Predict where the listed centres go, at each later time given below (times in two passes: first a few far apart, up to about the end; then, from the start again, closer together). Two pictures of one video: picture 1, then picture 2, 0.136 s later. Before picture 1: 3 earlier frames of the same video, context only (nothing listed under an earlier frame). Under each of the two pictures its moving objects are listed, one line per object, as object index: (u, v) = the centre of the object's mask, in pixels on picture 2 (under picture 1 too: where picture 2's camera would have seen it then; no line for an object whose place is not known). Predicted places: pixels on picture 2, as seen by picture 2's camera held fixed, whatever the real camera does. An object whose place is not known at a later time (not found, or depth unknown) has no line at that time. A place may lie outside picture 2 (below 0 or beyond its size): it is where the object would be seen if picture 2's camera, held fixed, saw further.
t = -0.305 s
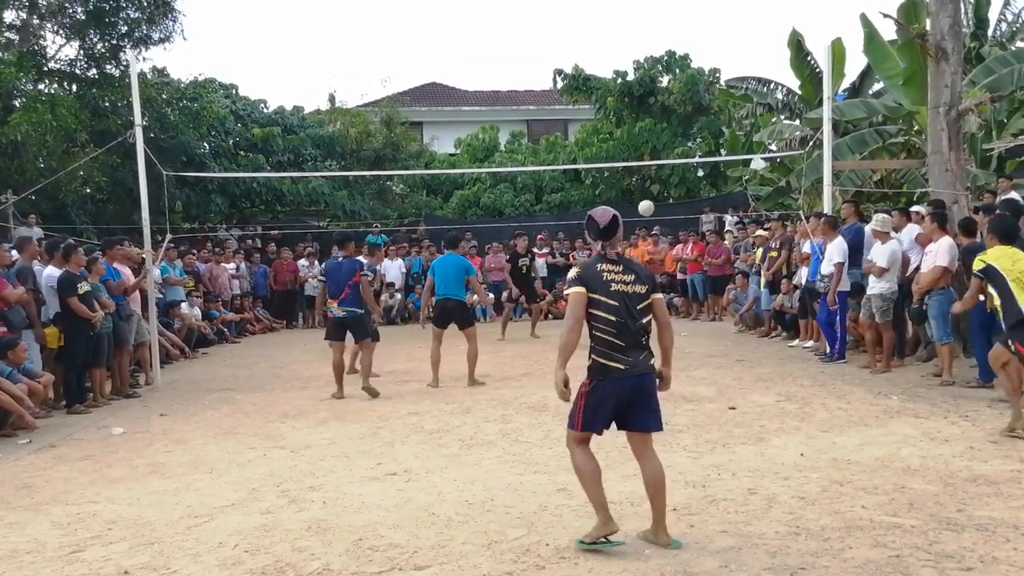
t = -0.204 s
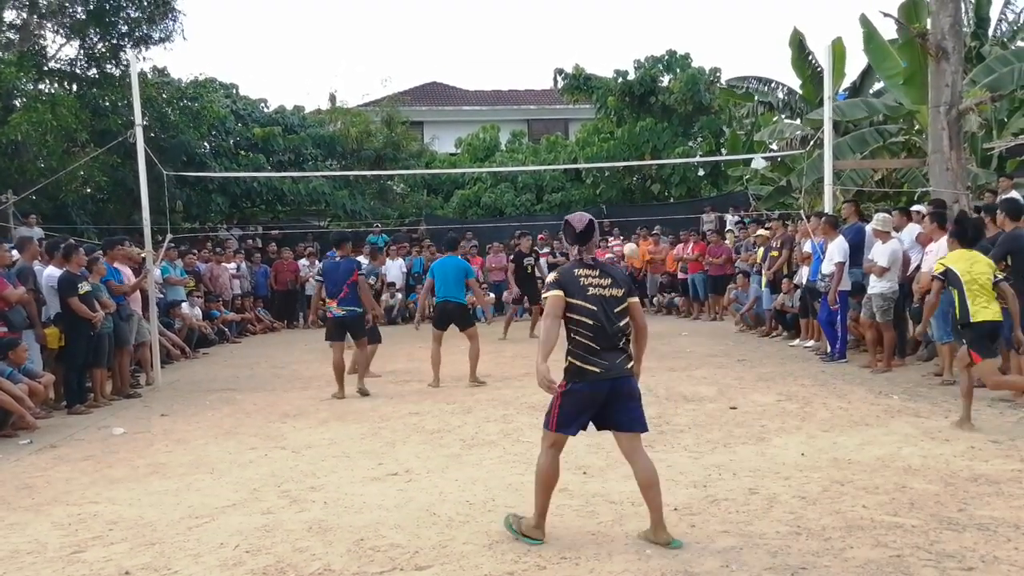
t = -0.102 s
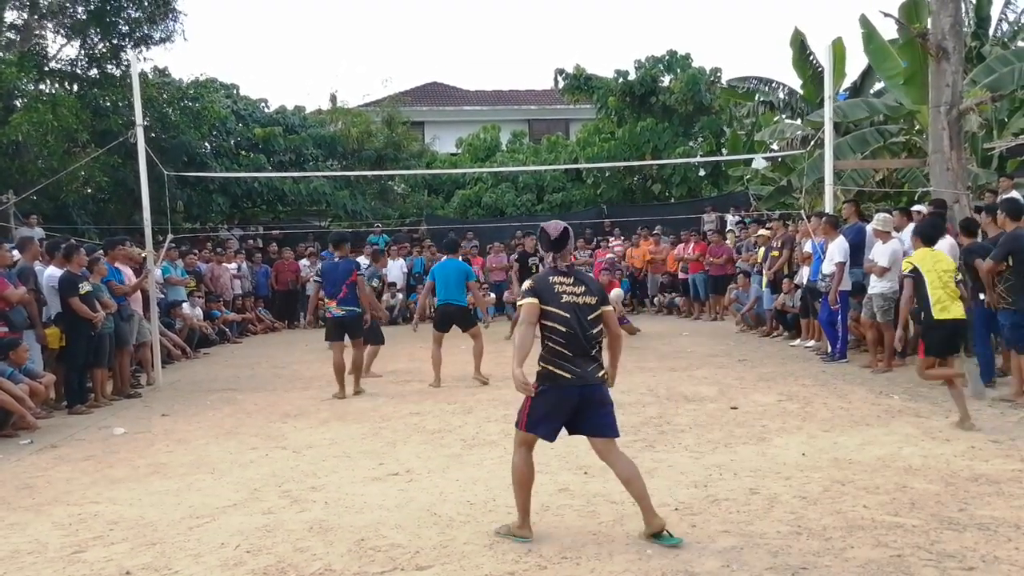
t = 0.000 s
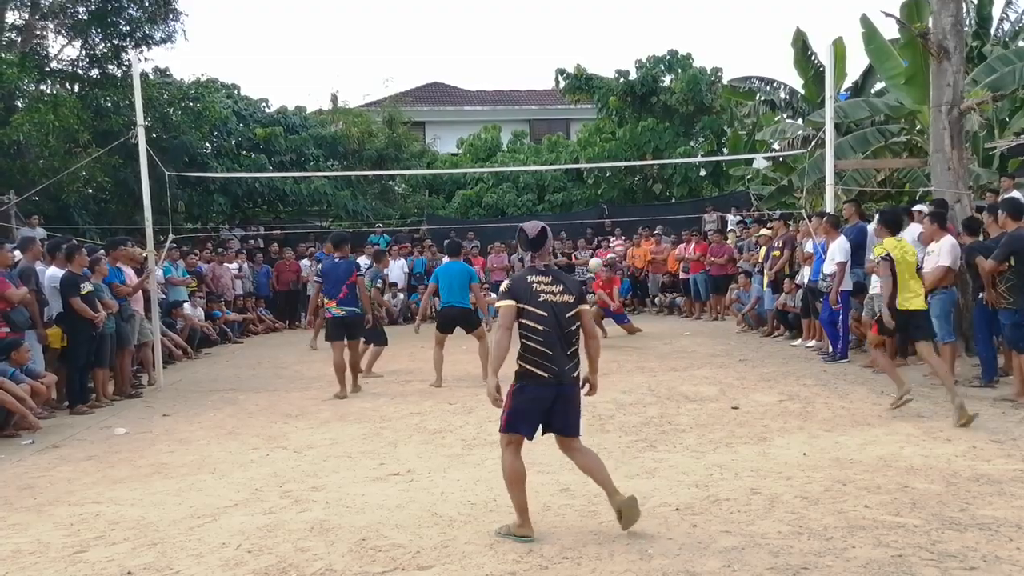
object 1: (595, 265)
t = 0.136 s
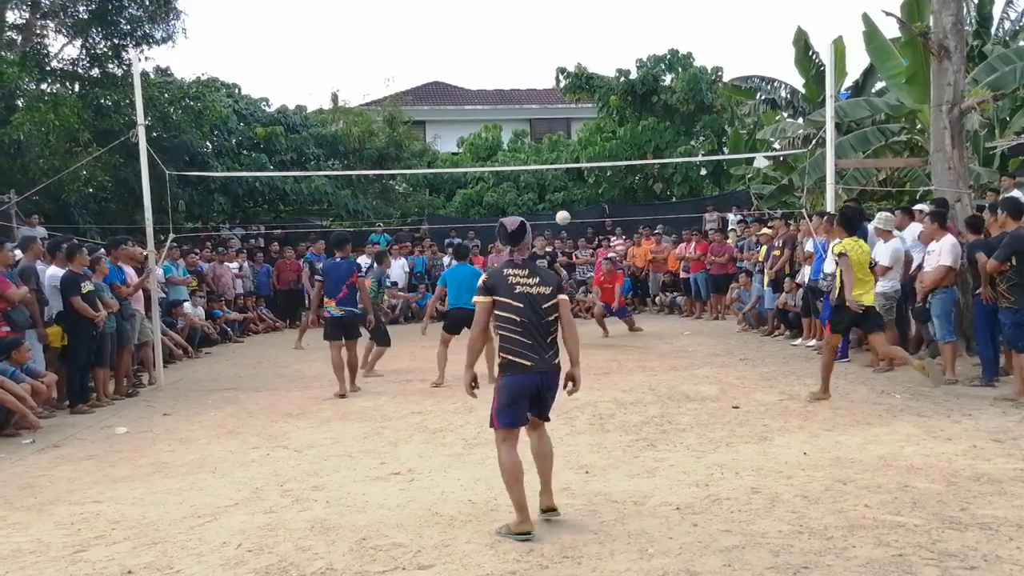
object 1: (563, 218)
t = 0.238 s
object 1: (537, 190)
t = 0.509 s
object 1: (465, 147)
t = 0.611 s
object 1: (435, 144)
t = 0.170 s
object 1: (554, 208)
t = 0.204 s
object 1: (546, 198)
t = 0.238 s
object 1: (537, 190)
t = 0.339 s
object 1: (510, 167)
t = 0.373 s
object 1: (502, 161)
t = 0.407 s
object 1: (492, 157)
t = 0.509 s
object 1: (465, 147)
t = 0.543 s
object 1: (455, 146)
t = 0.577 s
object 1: (446, 144)
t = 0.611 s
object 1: (435, 144)
